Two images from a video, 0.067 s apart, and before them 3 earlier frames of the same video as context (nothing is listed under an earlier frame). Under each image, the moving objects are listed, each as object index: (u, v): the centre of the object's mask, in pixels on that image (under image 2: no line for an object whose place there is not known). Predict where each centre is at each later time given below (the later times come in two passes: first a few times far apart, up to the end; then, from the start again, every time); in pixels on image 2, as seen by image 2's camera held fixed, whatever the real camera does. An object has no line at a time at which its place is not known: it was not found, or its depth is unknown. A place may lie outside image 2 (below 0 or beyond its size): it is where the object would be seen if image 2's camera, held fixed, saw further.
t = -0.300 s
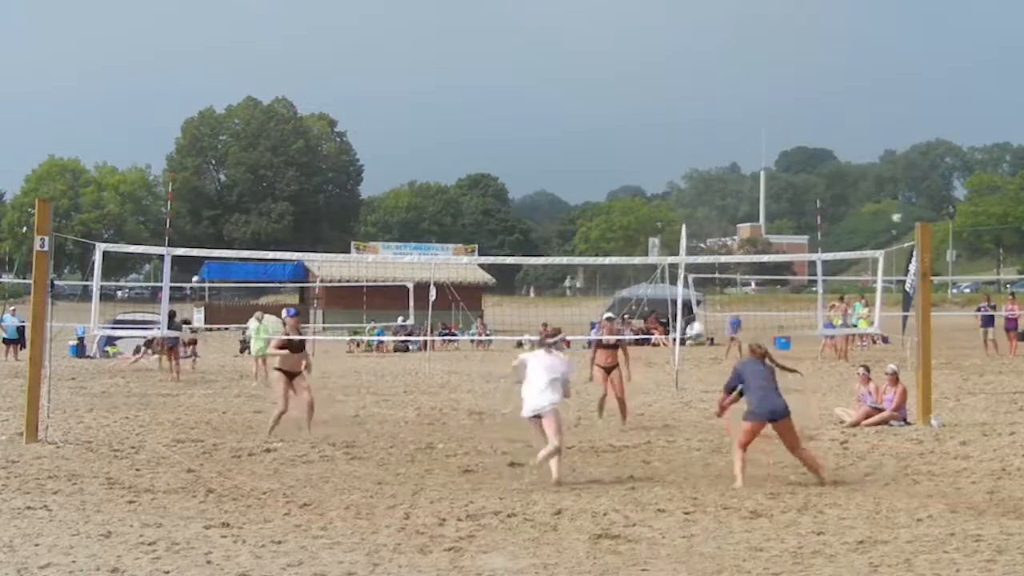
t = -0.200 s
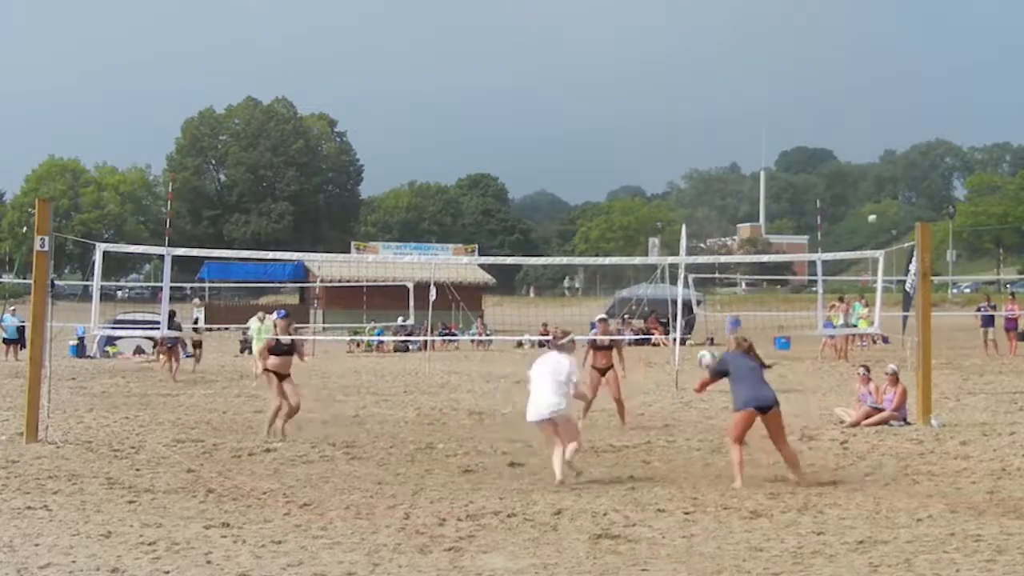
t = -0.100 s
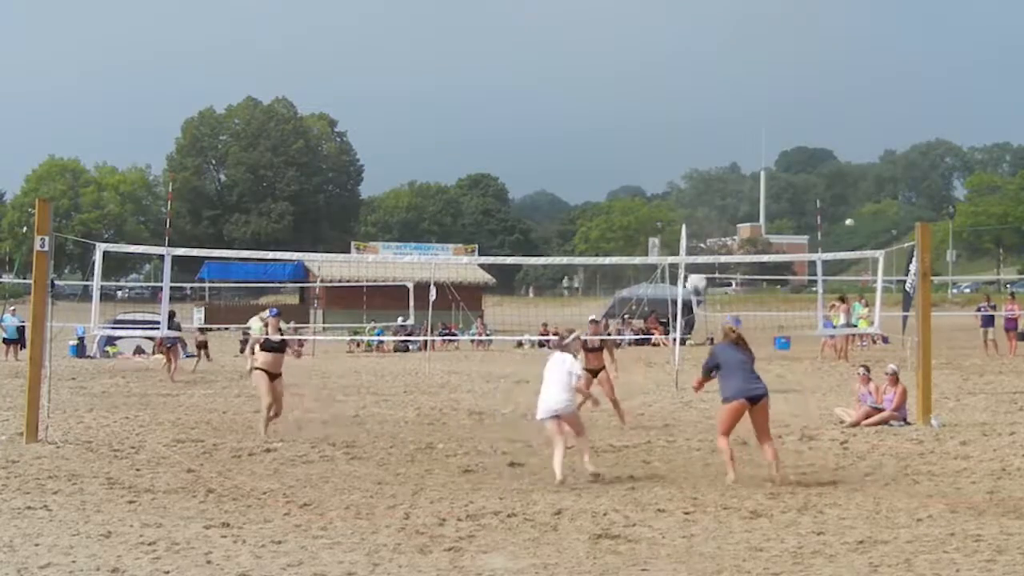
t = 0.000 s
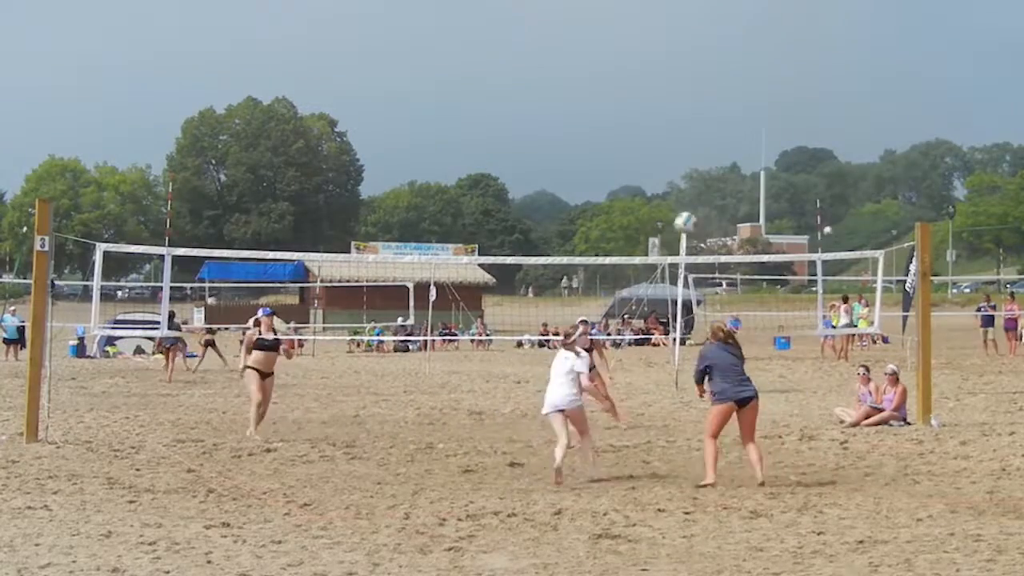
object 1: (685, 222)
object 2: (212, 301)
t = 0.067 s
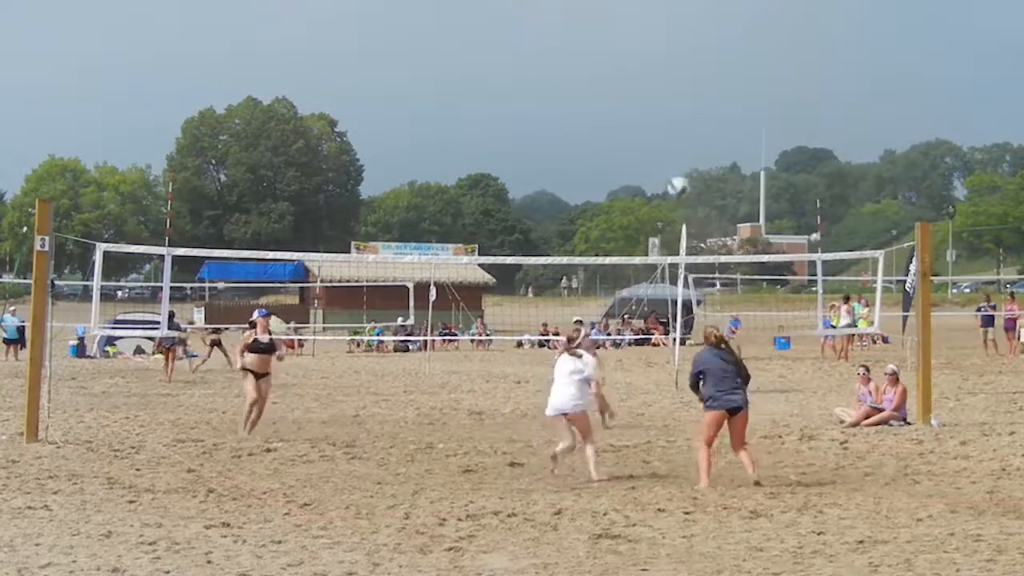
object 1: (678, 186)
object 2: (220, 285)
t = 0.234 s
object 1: (662, 119)
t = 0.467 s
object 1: (642, 72)
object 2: (272, 231)
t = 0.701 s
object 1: (623, 76)
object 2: (300, 229)
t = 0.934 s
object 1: (604, 128)
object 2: (328, 249)
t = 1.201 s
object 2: (358, 298)
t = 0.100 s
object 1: (675, 171)
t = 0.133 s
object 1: (671, 157)
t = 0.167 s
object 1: (669, 142)
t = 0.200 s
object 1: (664, 130)
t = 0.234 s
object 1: (662, 119)
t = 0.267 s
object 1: (659, 110)
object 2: (247, 248)
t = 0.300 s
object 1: (657, 100)
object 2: (251, 245)
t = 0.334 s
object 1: (653, 92)
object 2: (256, 242)
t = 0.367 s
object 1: (650, 86)
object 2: (260, 238)
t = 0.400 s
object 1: (648, 81)
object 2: (263, 235)
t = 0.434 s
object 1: (645, 75)
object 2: (268, 233)
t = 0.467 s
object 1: (642, 72)
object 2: (272, 231)
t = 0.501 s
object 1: (639, 70)
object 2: (276, 229)
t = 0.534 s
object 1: (636, 68)
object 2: (280, 228)
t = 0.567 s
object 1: (633, 68)
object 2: (284, 227)
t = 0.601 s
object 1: (631, 68)
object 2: (288, 228)
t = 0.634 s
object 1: (628, 70)
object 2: (292, 228)
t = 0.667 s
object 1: (626, 72)
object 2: (296, 228)
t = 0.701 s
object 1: (623, 76)
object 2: (300, 229)
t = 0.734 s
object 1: (620, 81)
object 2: (304, 231)
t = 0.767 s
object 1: (618, 86)
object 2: (308, 233)
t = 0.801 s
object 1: (616, 92)
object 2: (312, 235)
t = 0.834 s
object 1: (612, 101)
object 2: (316, 238)
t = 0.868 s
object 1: (609, 109)
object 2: (320, 241)
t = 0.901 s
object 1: (605, 117)
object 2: (324, 245)
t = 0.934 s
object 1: (604, 128)
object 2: (328, 249)
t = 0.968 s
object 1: (601, 139)
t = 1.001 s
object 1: (599, 150)
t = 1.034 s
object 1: (596, 164)
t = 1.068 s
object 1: (594, 178)
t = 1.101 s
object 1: (591, 193)
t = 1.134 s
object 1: (587, 207)
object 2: (349, 283)
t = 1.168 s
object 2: (354, 291)
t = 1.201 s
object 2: (358, 298)
